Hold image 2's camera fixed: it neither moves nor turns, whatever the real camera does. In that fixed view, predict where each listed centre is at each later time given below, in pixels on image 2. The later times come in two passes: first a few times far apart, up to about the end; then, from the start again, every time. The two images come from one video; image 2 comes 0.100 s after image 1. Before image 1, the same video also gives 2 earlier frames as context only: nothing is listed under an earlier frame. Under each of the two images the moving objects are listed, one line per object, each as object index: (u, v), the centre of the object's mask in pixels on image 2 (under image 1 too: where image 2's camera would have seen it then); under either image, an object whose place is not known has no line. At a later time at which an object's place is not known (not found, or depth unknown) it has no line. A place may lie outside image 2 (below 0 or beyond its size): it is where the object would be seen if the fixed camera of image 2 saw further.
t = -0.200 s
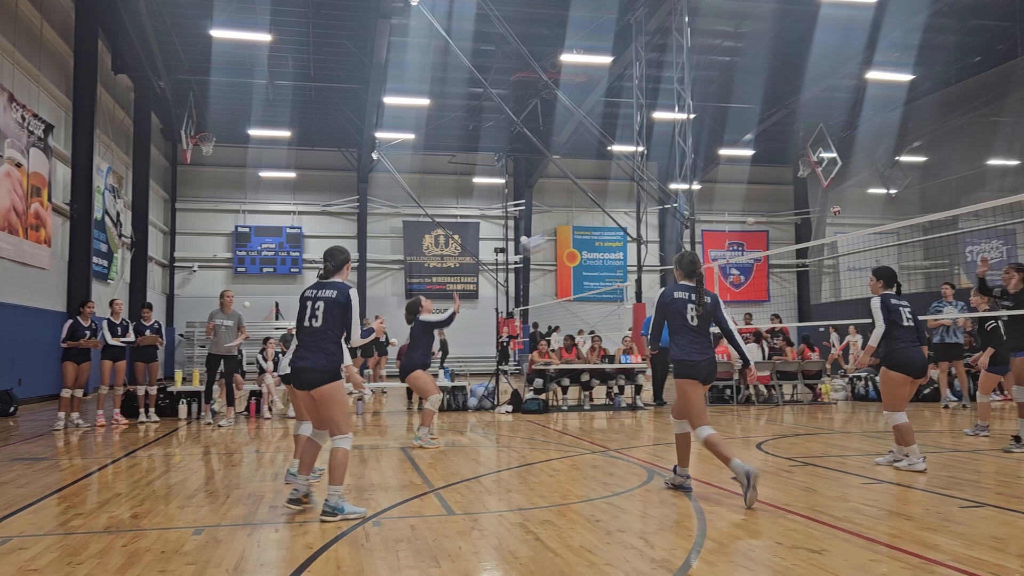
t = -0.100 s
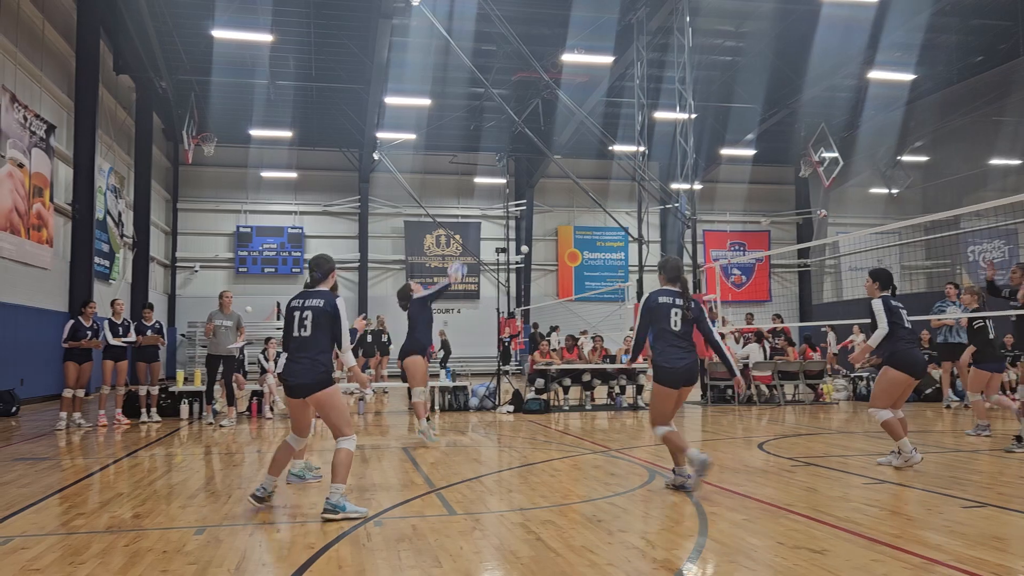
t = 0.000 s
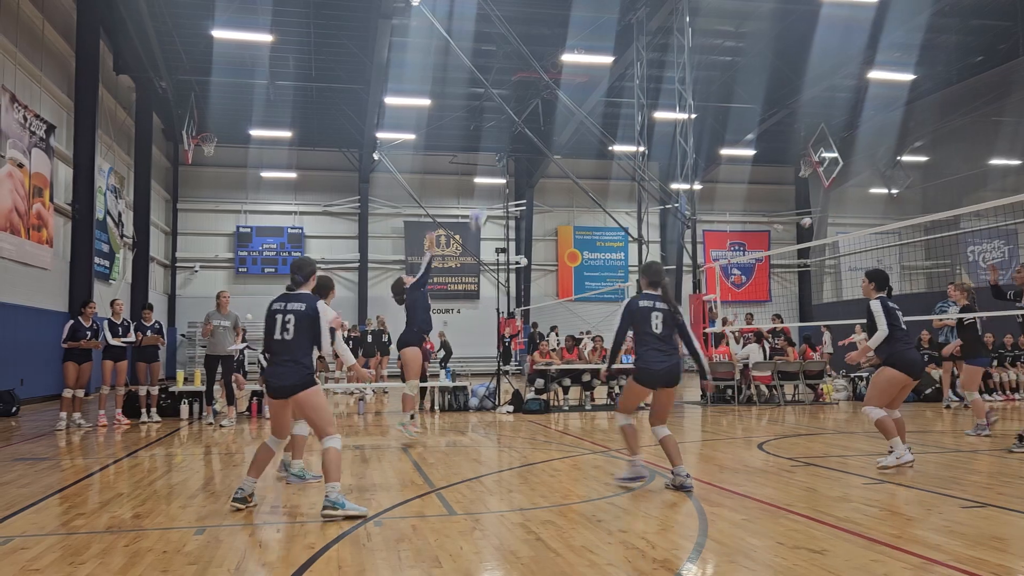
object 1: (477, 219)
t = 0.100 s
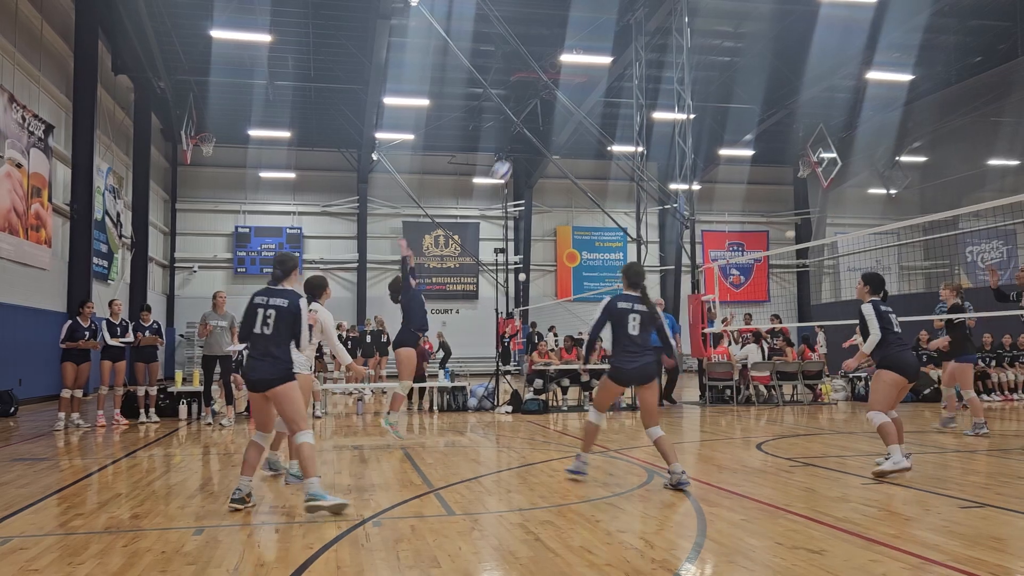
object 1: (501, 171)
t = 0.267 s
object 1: (541, 115)
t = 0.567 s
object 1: (615, 74)
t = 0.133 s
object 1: (509, 158)
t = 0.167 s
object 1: (516, 147)
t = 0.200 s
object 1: (524, 135)
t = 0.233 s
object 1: (533, 124)
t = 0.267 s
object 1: (541, 115)
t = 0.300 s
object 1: (549, 106)
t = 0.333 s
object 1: (557, 99)
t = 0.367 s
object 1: (565, 92)
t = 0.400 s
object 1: (573, 87)
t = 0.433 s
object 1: (582, 82)
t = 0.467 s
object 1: (590, 79)
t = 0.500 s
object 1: (599, 76)
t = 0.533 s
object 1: (607, 75)
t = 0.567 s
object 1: (615, 74)
